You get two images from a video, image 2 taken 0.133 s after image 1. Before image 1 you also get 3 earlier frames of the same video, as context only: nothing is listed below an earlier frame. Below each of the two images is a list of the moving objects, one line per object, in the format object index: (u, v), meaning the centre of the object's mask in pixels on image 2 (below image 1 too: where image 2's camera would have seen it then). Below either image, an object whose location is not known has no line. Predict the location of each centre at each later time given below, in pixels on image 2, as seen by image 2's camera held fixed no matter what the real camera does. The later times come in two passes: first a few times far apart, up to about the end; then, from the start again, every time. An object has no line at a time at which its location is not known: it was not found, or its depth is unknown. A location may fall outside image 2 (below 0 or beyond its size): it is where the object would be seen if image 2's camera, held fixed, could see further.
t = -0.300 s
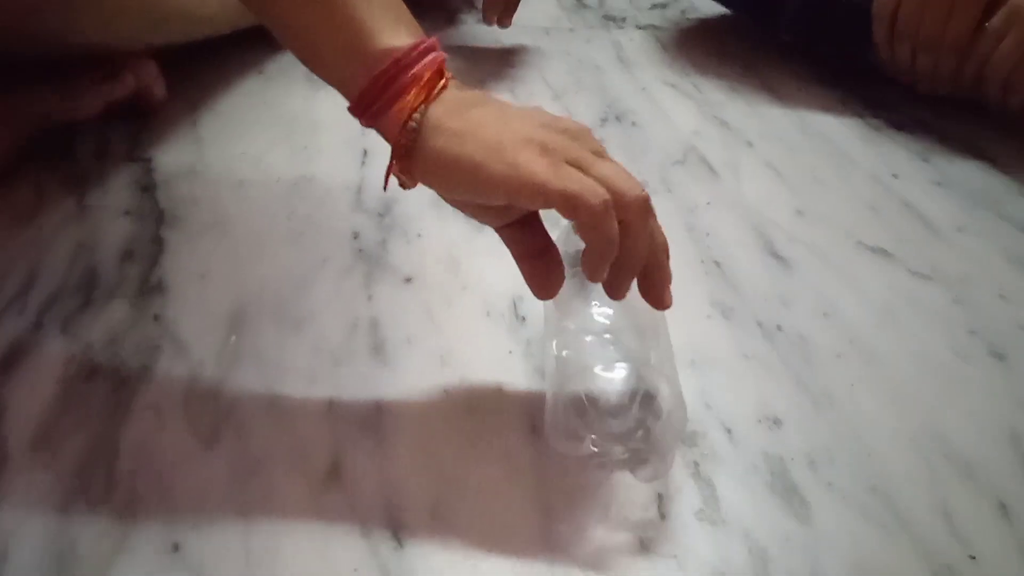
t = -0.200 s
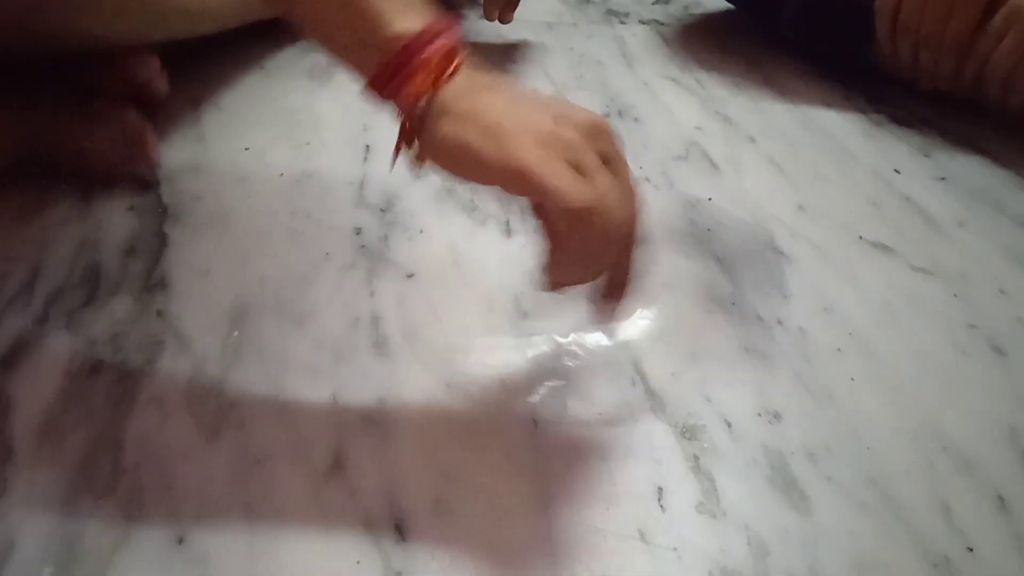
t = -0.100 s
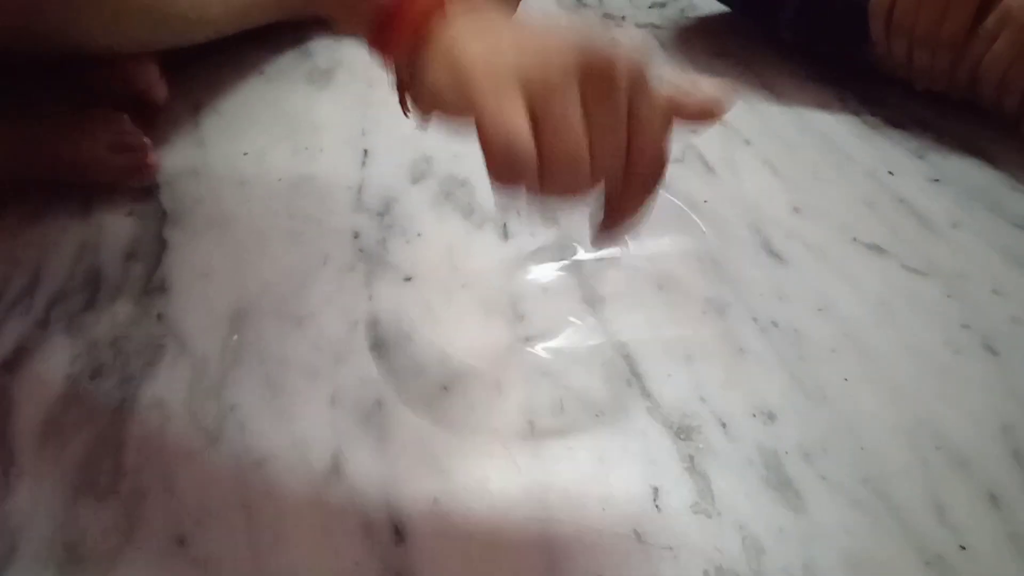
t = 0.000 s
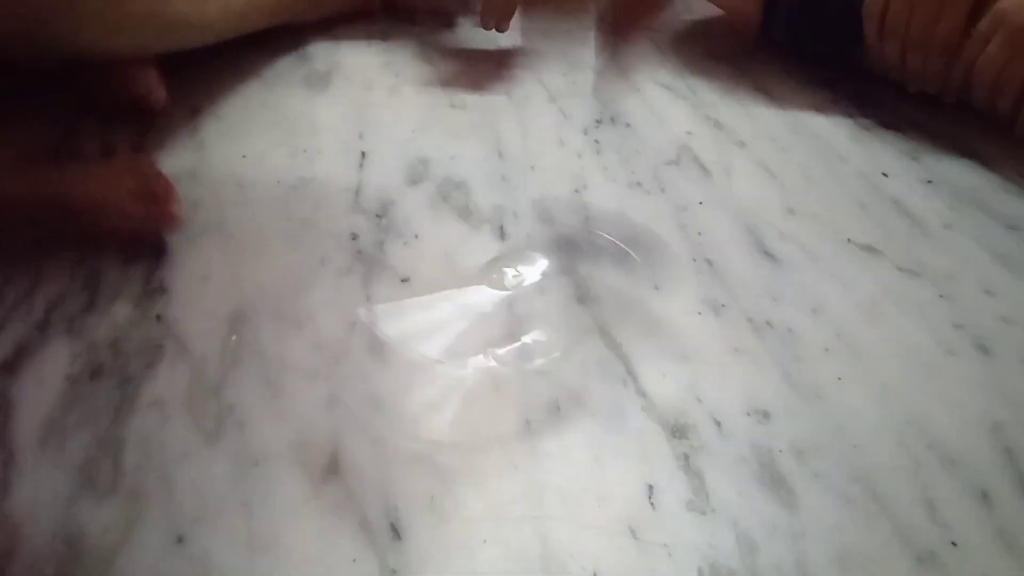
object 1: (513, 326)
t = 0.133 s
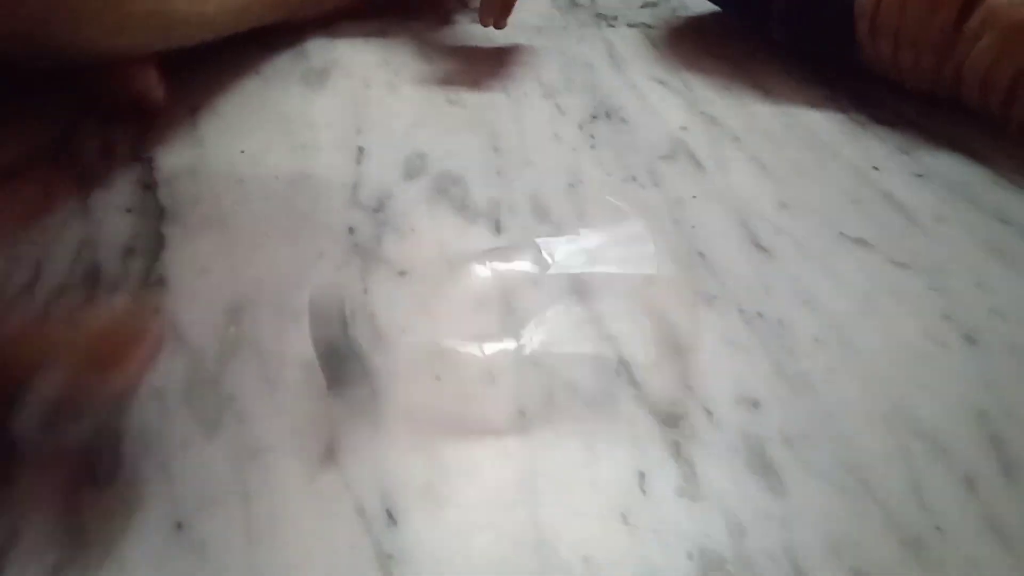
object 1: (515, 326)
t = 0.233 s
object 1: (469, 336)
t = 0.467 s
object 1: (456, 333)
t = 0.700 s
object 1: (482, 379)
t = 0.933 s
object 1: (489, 329)
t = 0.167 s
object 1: (525, 339)
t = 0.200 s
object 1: (488, 330)
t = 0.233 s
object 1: (469, 336)
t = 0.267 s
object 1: (490, 324)
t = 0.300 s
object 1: (482, 325)
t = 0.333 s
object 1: (459, 310)
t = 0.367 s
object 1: (501, 318)
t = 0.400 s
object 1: (516, 339)
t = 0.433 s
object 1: (495, 391)
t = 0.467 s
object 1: (456, 333)
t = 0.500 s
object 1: (476, 319)
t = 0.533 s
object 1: (480, 313)
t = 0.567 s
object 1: (478, 317)
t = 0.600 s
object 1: (464, 312)
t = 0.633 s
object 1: (492, 318)
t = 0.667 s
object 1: (500, 334)
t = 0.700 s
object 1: (482, 379)
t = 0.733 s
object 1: (428, 386)
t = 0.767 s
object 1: (437, 330)
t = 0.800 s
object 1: (455, 320)
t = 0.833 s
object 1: (452, 314)
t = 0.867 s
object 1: (462, 315)
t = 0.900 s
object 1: (475, 319)
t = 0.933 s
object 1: (489, 329)
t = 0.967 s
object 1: (502, 351)
